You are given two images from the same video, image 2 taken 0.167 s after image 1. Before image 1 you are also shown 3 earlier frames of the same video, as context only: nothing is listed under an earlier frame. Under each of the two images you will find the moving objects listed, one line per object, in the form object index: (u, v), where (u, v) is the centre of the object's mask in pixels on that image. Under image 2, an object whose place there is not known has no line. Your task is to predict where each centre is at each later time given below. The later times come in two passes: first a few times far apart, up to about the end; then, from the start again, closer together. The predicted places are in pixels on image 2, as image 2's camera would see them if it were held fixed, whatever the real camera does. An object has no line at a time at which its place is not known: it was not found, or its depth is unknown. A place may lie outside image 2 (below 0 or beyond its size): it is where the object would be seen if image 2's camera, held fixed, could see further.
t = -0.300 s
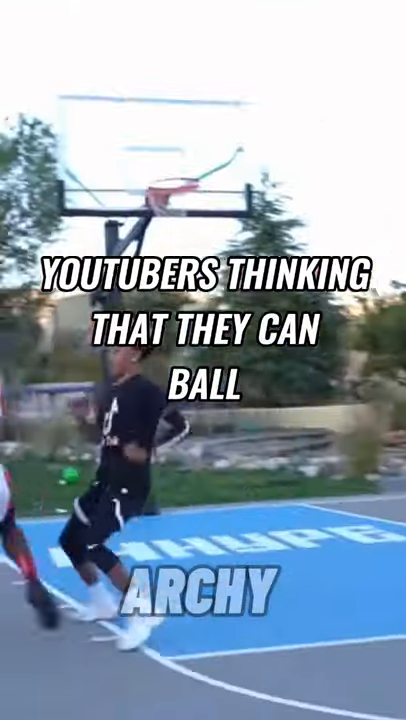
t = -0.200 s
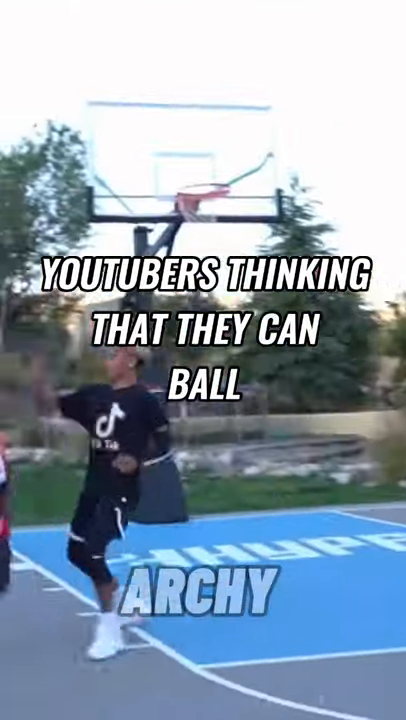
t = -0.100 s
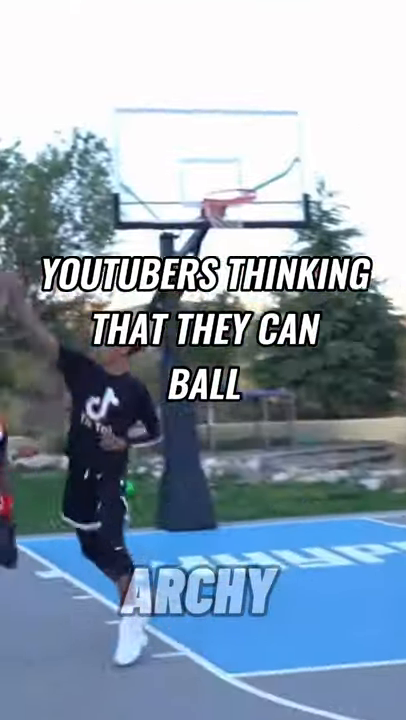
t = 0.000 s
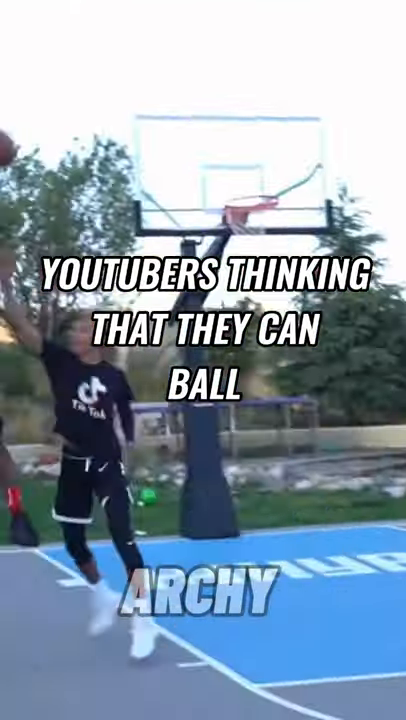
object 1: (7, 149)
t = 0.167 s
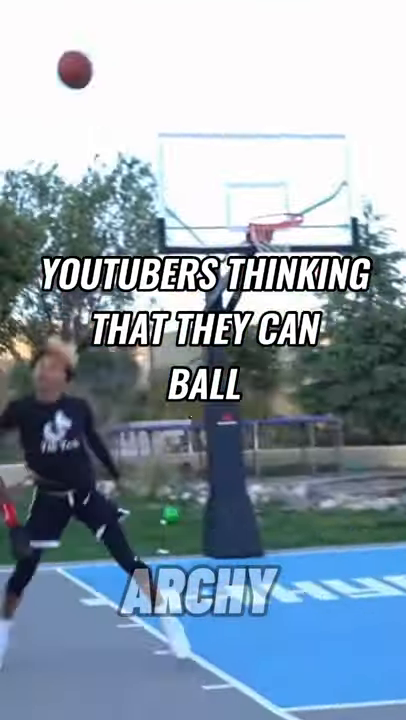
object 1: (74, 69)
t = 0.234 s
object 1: (94, 48)
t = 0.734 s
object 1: (211, 96)
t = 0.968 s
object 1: (256, 203)
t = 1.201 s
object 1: (296, 139)
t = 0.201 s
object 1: (84, 58)
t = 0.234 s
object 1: (94, 48)
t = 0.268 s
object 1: (103, 41)
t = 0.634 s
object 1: (190, 64)
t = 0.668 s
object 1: (197, 73)
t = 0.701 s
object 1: (204, 84)
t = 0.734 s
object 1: (211, 96)
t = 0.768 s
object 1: (217, 108)
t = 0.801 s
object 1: (224, 122)
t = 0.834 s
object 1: (231, 136)
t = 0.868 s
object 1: (237, 152)
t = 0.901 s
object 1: (244, 168)
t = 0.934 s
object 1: (250, 185)
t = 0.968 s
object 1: (256, 203)
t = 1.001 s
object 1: (262, 208)
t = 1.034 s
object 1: (268, 193)
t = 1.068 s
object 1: (273, 180)
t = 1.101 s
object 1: (279, 168)
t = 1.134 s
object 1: (284, 157)
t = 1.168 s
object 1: (290, 147)
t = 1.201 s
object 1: (296, 139)
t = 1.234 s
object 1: (302, 132)
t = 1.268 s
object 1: (308, 126)
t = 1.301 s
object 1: (315, 121)
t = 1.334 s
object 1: (321, 117)
